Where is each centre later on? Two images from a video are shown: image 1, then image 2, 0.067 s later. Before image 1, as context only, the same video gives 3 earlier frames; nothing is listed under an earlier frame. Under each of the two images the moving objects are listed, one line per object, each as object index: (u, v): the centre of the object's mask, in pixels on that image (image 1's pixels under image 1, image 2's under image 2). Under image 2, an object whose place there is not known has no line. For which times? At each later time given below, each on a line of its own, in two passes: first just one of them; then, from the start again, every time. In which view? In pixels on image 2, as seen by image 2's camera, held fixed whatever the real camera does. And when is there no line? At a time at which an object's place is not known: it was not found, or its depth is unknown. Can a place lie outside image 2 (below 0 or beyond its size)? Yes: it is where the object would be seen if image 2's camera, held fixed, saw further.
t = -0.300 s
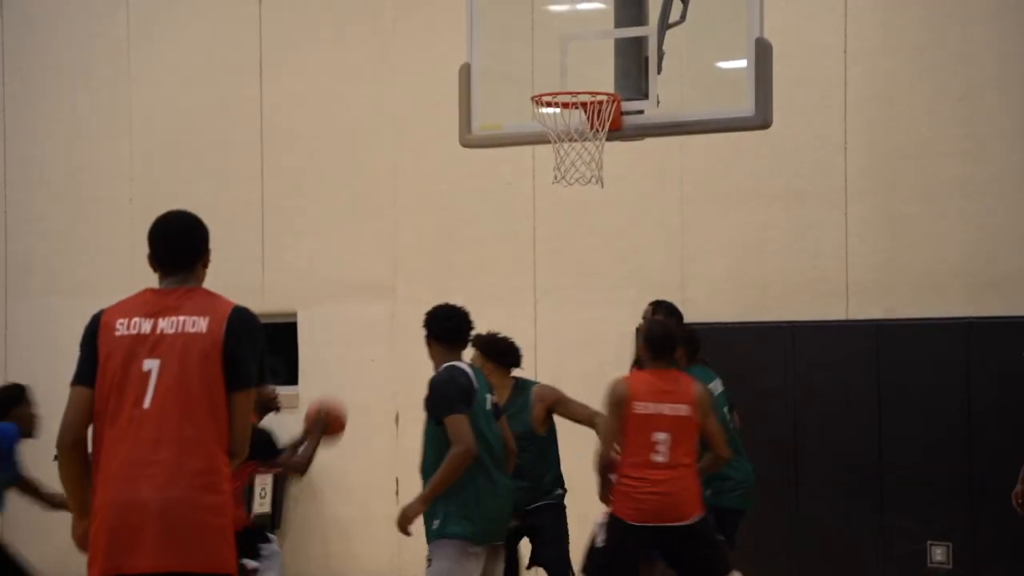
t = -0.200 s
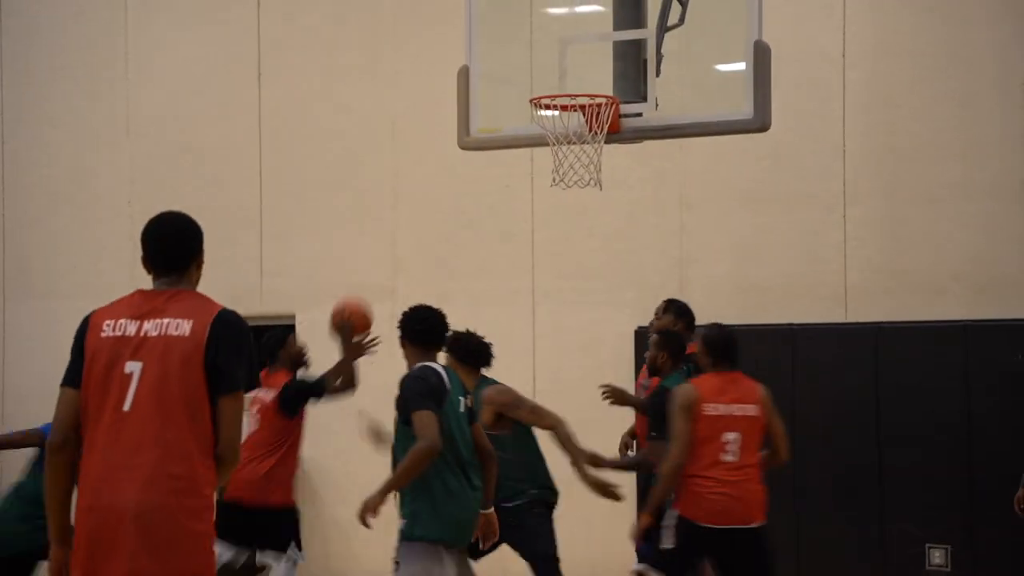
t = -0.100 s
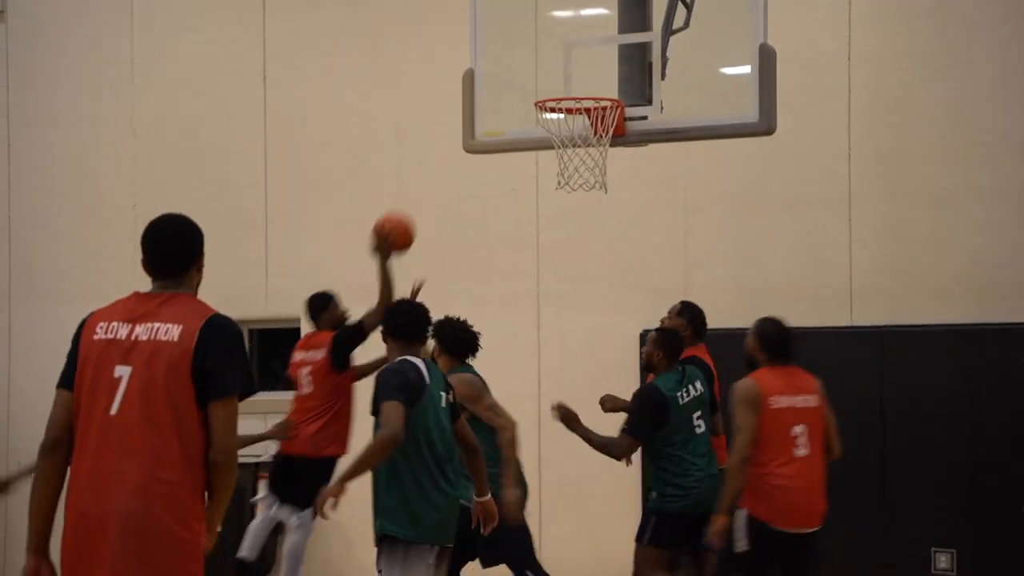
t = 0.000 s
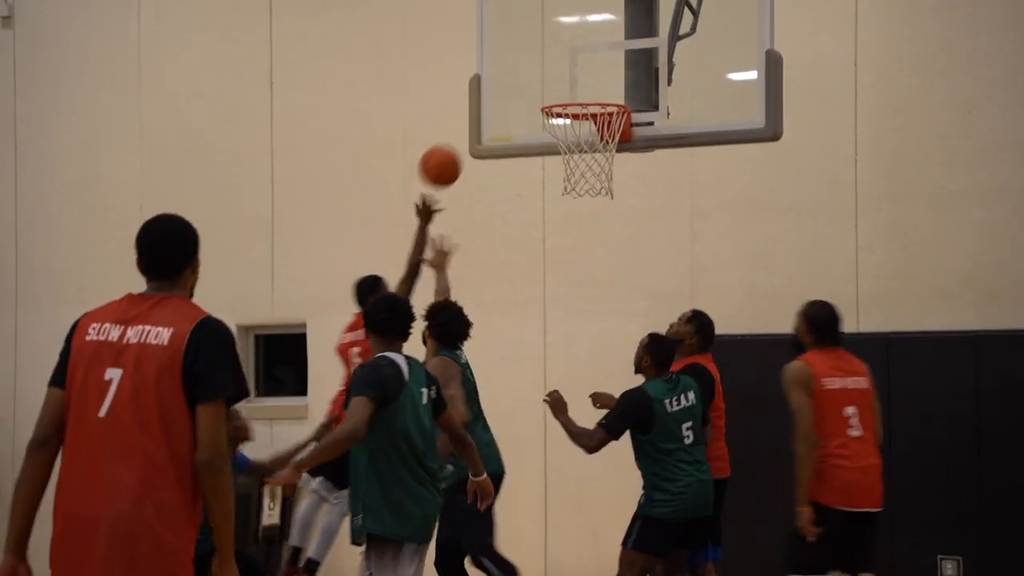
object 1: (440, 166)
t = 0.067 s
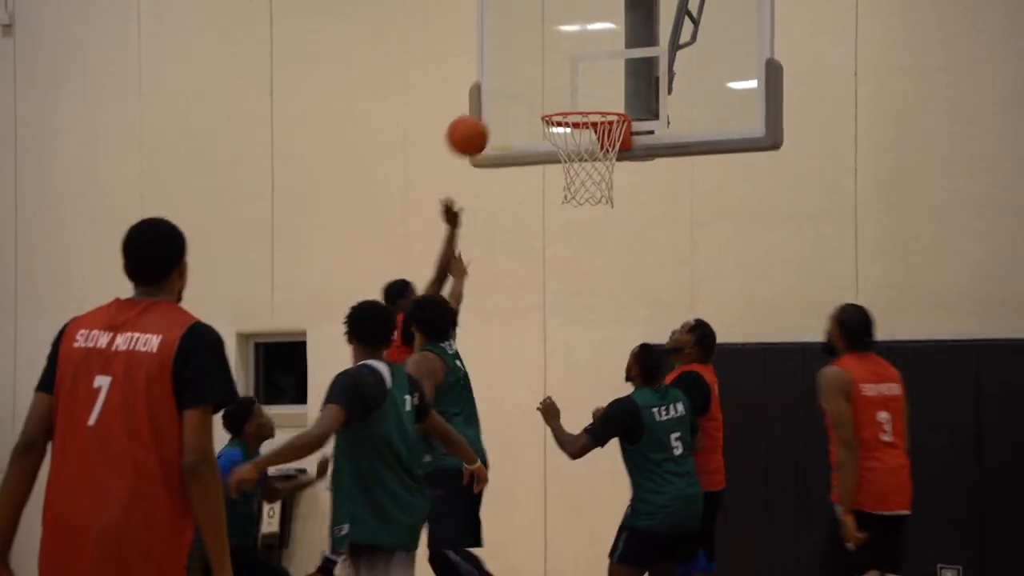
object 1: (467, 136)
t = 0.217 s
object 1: (527, 76)
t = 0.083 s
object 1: (474, 127)
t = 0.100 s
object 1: (480, 119)
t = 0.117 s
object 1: (487, 111)
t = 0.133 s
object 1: (495, 104)
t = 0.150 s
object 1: (501, 97)
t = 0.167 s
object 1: (507, 91)
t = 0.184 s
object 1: (514, 86)
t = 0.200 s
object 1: (521, 81)
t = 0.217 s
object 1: (527, 76)
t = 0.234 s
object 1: (533, 72)
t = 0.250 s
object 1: (540, 68)
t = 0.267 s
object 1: (546, 65)
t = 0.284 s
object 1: (553, 63)
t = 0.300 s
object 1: (560, 61)
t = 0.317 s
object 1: (565, 59)
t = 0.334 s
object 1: (567, 58)
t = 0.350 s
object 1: (568, 58)
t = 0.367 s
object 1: (569, 58)
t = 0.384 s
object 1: (571, 58)
